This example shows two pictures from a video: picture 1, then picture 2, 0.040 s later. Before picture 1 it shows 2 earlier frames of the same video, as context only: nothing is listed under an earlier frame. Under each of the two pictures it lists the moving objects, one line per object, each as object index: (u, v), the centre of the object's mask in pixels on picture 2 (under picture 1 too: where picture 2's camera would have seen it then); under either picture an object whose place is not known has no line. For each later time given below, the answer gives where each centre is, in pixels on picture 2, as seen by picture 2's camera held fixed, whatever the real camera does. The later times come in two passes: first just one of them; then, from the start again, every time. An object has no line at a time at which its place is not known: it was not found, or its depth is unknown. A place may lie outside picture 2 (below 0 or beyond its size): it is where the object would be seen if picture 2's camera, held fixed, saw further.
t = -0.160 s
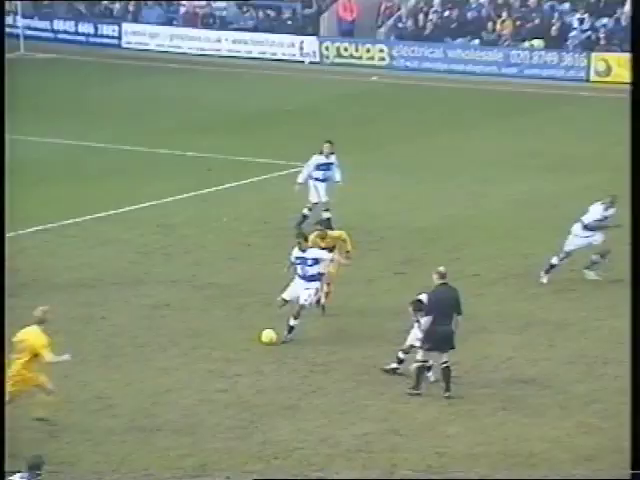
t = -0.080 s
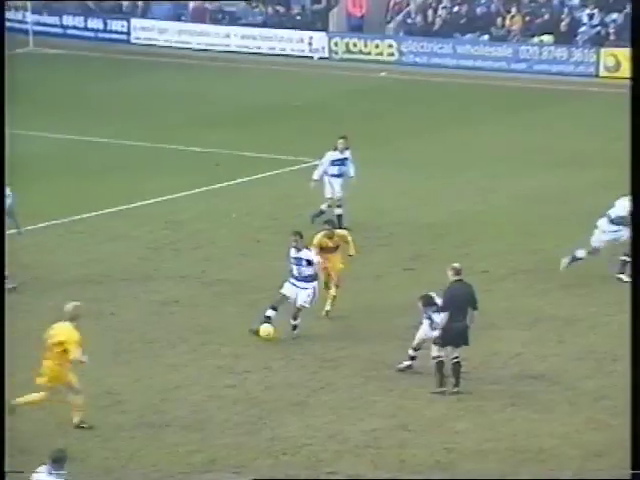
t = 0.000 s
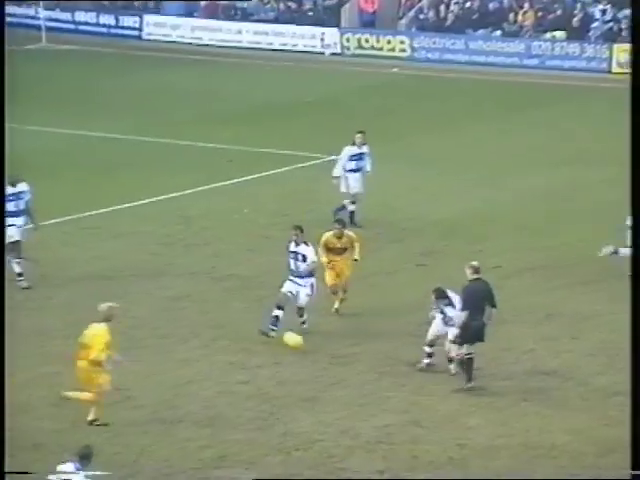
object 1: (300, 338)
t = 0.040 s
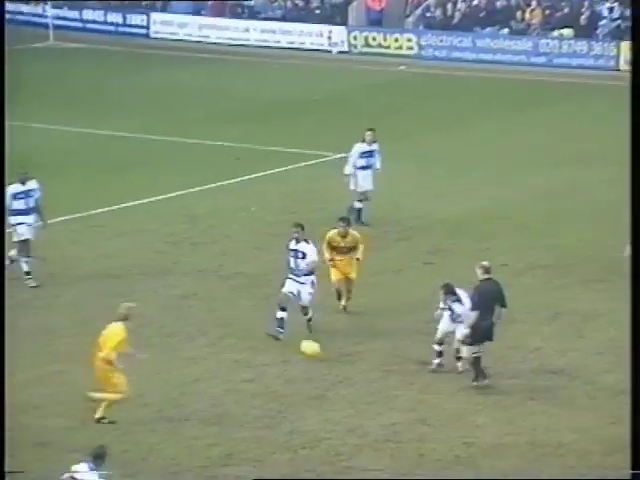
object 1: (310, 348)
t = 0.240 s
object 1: (360, 386)
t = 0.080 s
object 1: (321, 359)
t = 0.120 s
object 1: (331, 364)
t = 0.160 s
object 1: (340, 370)
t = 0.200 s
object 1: (351, 377)
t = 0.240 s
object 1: (360, 386)
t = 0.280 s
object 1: (372, 396)
